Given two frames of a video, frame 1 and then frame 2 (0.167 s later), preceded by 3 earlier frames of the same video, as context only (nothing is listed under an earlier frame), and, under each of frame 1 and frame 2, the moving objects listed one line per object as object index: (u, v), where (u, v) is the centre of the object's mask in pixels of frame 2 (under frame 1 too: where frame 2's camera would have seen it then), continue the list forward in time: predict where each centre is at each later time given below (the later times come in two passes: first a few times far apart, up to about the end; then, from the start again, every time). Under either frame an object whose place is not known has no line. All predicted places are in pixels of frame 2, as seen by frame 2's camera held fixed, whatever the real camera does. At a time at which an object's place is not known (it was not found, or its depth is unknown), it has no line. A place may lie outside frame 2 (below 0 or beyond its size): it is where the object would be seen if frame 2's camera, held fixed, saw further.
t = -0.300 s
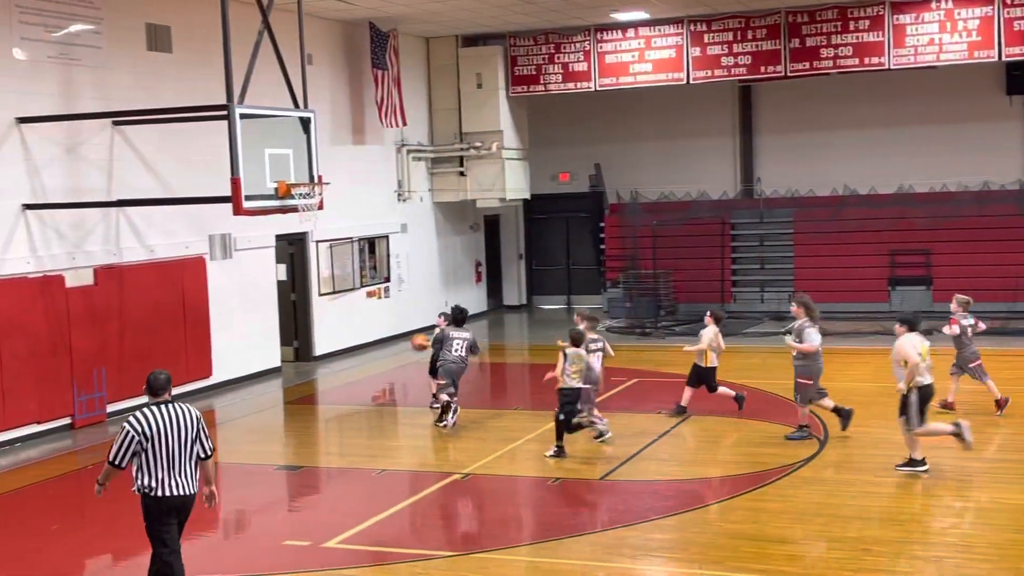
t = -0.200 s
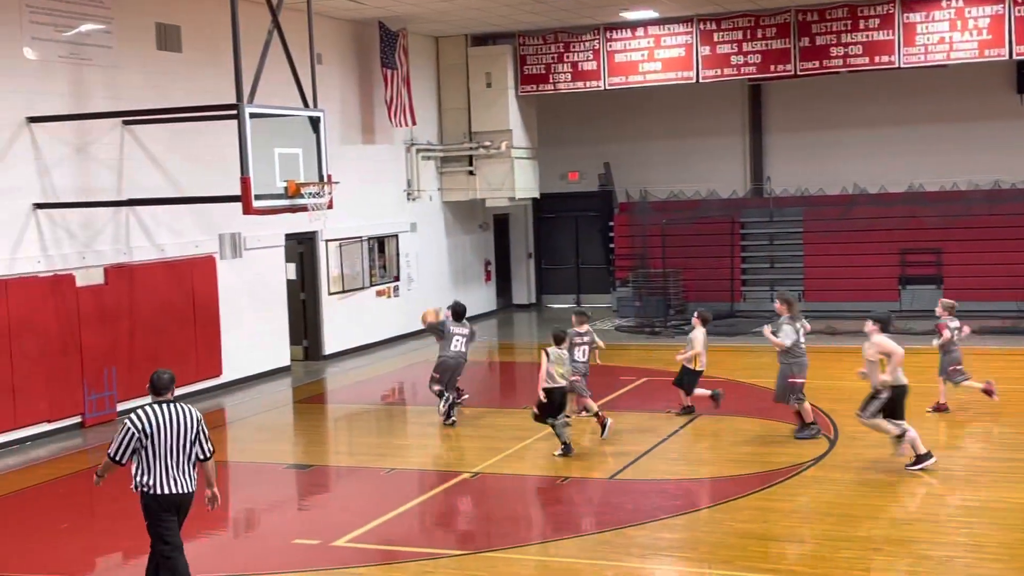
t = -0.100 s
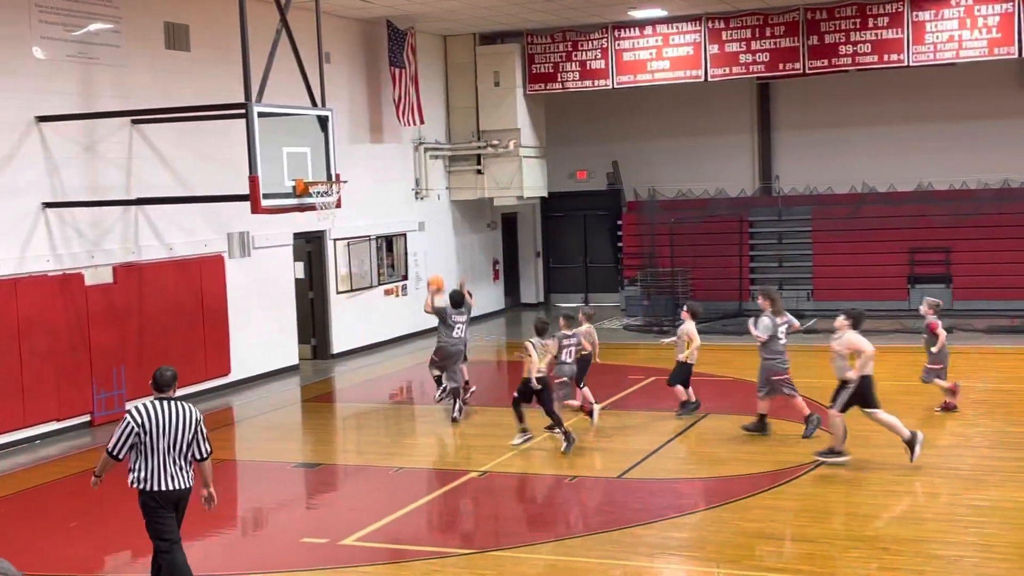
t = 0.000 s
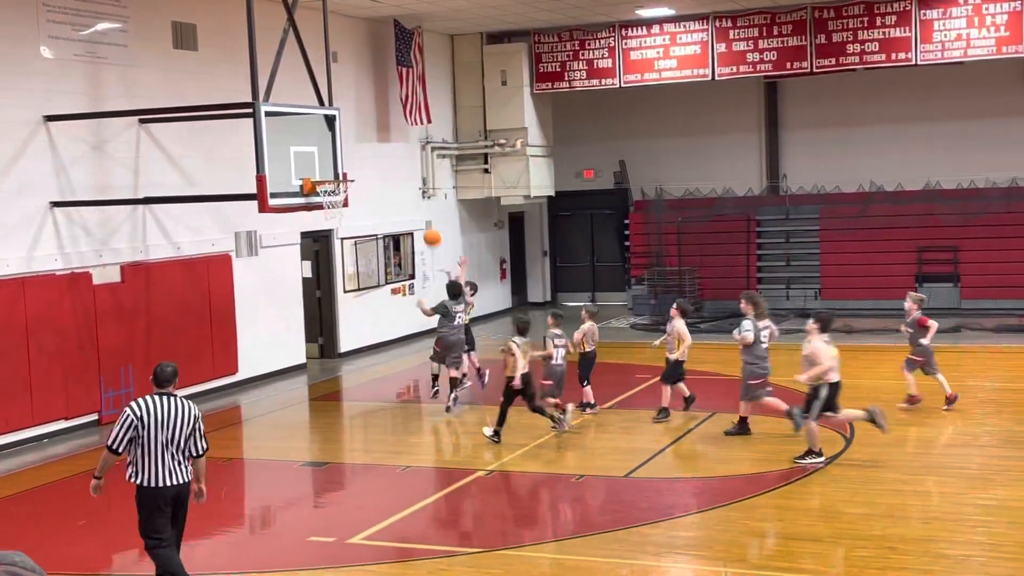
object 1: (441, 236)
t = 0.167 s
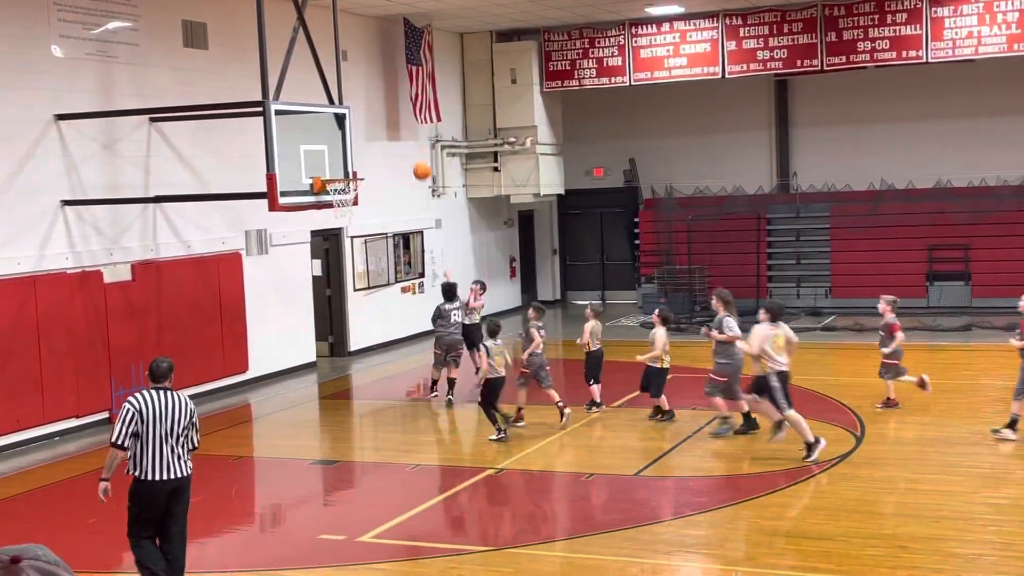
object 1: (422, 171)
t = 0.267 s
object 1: (411, 141)
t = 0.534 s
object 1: (382, 98)
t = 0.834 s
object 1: (351, 115)
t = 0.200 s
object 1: (418, 160)
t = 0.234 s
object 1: (415, 150)
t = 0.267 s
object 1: (411, 141)
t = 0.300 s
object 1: (408, 132)
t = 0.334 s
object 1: (404, 125)
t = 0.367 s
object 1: (401, 119)
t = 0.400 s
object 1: (397, 113)
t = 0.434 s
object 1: (393, 108)
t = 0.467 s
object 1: (389, 103)
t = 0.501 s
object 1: (385, 100)
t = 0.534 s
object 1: (382, 98)
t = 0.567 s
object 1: (378, 96)
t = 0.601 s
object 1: (375, 96)
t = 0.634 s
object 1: (372, 96)
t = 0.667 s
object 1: (368, 97)
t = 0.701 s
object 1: (365, 99)
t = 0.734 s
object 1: (361, 102)
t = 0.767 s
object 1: (358, 105)
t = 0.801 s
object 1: (354, 109)
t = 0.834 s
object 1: (351, 115)
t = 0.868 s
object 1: (348, 122)
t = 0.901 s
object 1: (344, 129)
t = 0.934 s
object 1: (341, 137)
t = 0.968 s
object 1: (338, 147)
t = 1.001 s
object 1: (336, 156)
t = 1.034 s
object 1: (332, 167)
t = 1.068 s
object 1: (331, 166)
